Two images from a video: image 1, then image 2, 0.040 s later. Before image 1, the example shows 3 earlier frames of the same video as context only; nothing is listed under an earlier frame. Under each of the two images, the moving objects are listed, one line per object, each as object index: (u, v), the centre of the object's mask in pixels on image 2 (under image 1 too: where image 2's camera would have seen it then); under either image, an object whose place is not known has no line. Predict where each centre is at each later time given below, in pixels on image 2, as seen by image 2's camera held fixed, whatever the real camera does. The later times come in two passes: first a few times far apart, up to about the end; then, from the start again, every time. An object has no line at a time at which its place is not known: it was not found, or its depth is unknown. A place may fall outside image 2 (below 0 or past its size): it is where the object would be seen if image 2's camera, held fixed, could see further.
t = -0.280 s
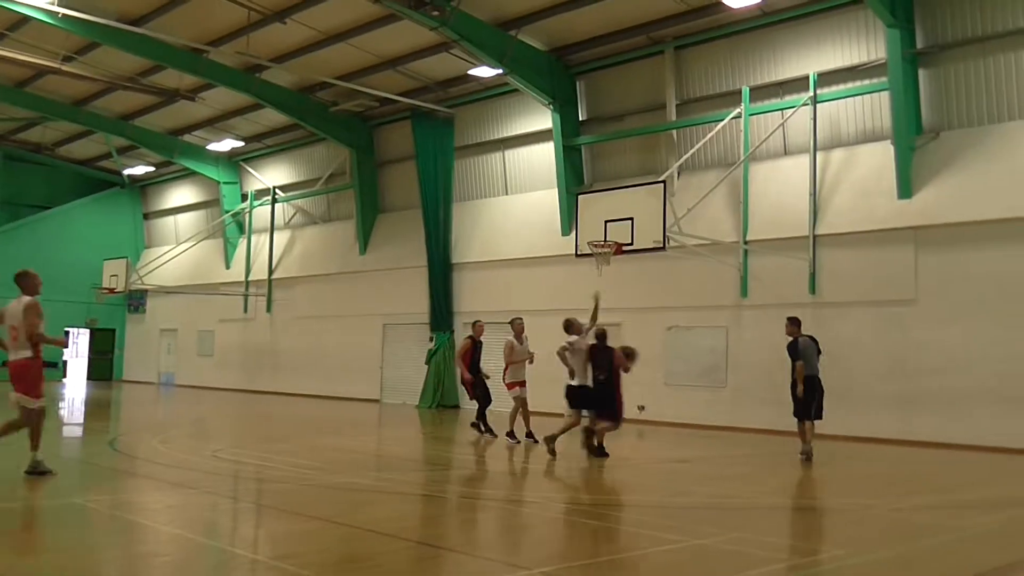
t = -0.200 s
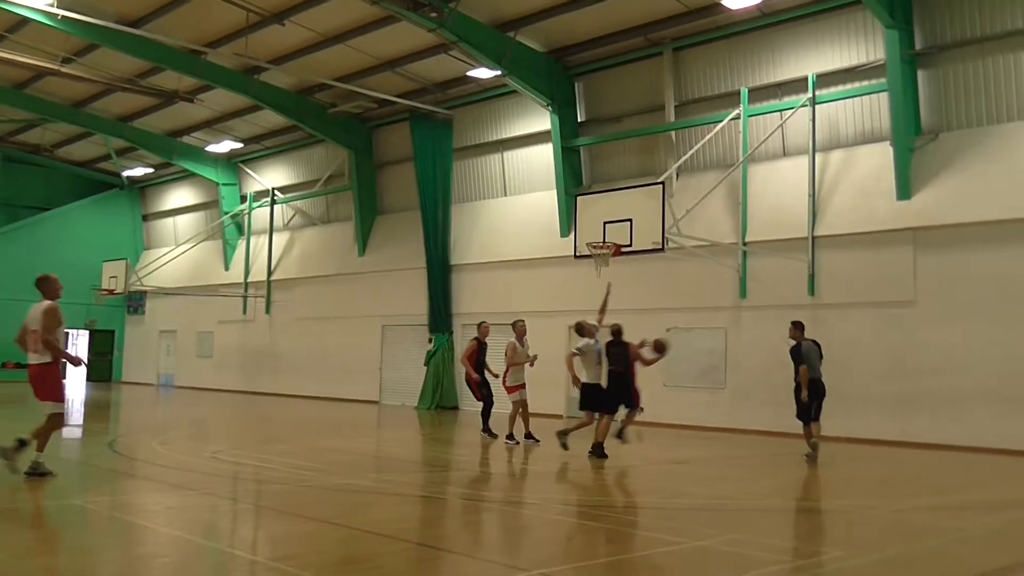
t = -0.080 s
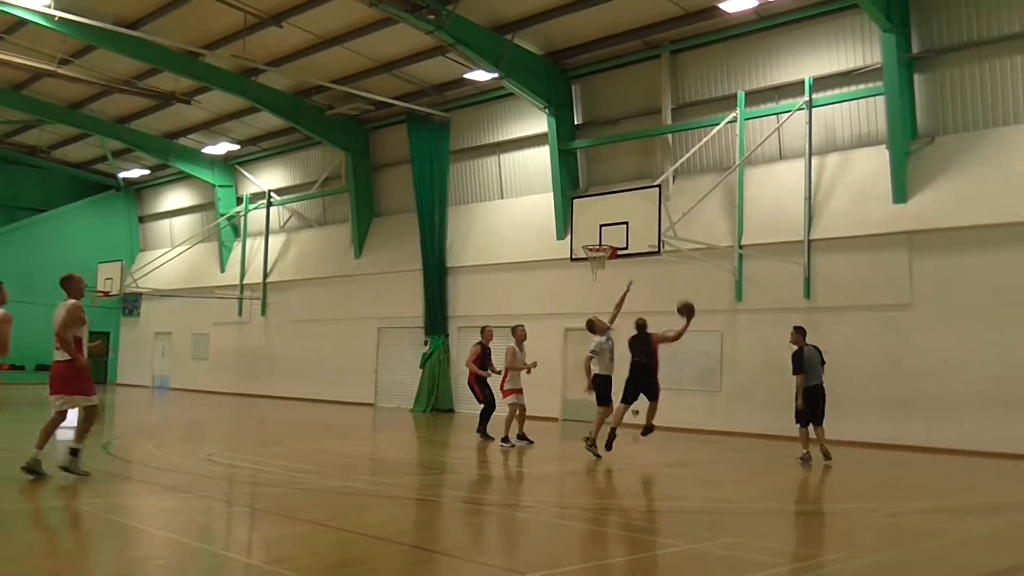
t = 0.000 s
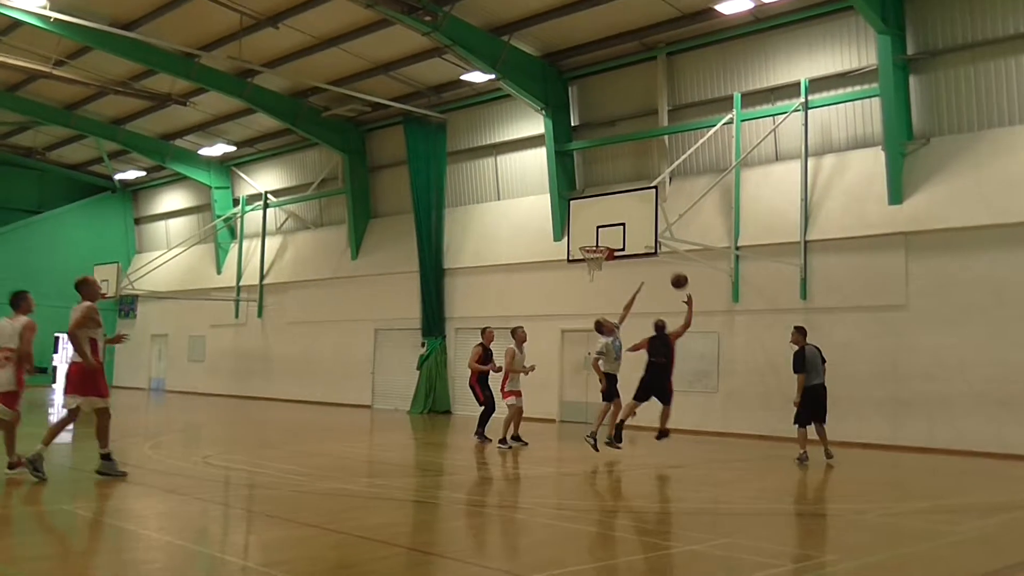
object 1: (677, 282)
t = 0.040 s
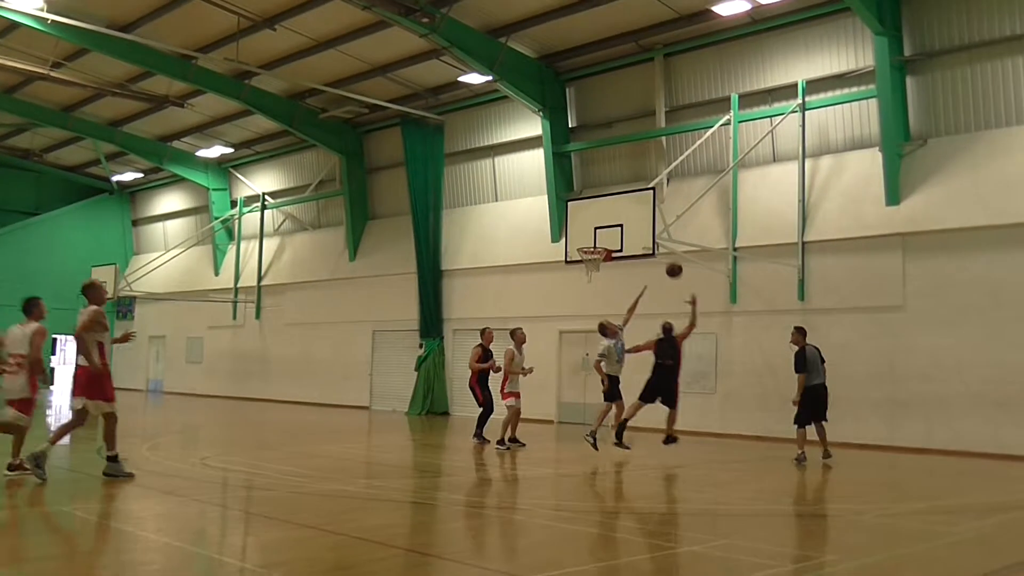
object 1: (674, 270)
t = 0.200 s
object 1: (662, 235)
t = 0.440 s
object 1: (643, 218)
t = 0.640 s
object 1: (612, 232)
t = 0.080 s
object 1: (671, 259)
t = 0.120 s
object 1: (668, 250)
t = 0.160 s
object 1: (665, 241)
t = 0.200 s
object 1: (662, 235)
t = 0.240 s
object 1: (660, 229)
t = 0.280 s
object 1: (656, 225)
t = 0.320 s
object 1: (654, 221)
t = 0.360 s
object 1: (651, 219)
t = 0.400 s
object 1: (648, 218)
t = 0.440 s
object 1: (643, 218)
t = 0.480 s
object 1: (636, 218)
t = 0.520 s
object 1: (630, 220)
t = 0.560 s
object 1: (624, 223)
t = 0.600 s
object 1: (618, 227)
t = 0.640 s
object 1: (612, 232)
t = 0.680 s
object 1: (606, 238)
